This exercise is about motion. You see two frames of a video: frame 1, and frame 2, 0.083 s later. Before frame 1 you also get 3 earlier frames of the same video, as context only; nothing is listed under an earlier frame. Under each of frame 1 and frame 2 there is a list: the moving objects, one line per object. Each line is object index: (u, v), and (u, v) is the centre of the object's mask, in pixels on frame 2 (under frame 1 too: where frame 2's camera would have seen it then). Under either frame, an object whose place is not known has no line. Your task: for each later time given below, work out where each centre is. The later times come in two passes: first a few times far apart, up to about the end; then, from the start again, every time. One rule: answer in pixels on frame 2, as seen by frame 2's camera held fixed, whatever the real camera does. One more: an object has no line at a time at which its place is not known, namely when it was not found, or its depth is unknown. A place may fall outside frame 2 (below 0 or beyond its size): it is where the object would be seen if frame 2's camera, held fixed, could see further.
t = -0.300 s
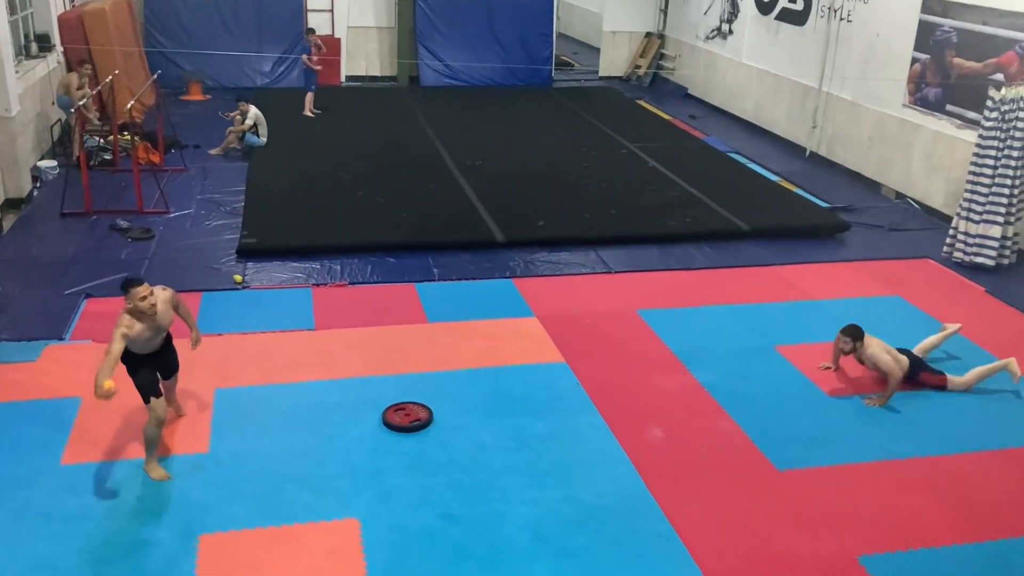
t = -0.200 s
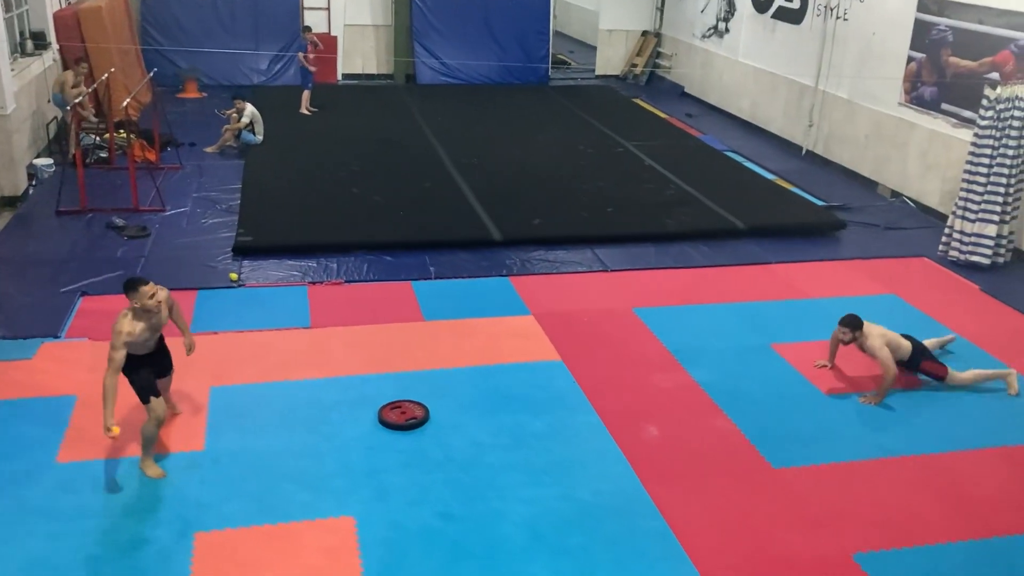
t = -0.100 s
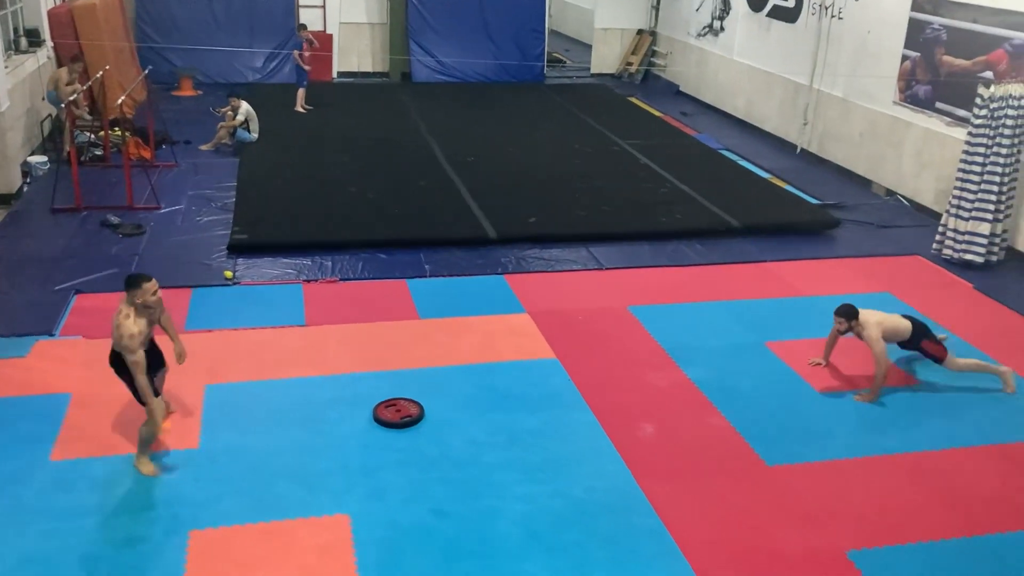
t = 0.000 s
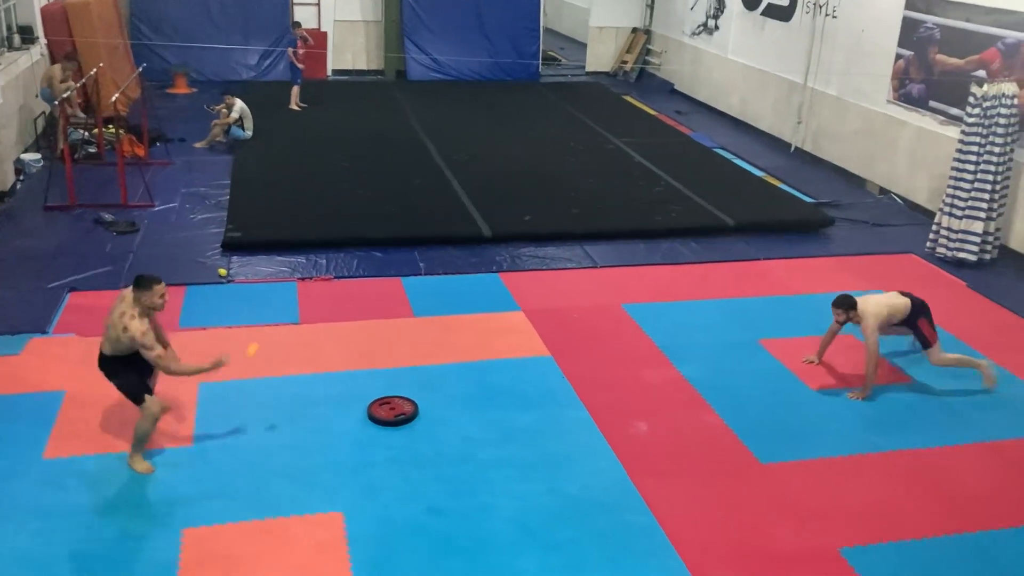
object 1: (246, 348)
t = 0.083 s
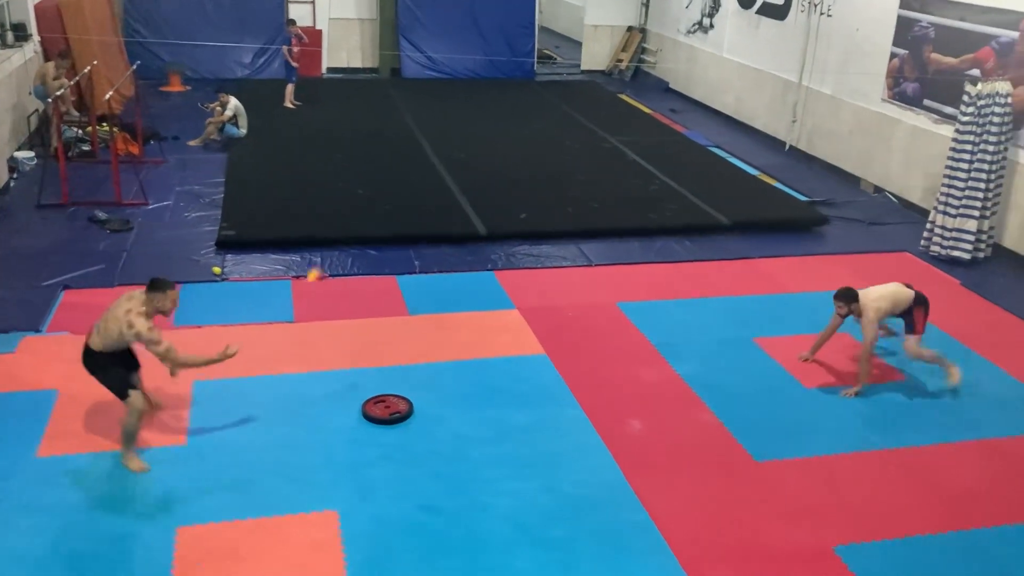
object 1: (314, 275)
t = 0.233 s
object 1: (427, 172)
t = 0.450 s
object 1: (579, 85)
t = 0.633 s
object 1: (692, 68)
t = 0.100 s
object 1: (325, 263)
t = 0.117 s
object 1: (339, 249)
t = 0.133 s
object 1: (352, 237)
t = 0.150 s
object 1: (364, 225)
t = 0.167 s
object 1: (377, 214)
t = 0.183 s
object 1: (390, 202)
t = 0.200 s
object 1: (403, 192)
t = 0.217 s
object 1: (415, 181)
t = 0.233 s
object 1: (427, 172)
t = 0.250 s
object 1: (440, 163)
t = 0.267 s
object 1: (452, 154)
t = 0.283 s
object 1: (464, 145)
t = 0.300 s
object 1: (476, 137)
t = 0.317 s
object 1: (488, 130)
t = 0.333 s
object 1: (499, 123)
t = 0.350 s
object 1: (511, 116)
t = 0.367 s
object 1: (523, 110)
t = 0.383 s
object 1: (535, 104)
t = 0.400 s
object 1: (546, 98)
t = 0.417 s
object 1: (557, 93)
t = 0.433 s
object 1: (569, 89)
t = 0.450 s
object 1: (579, 85)
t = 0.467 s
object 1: (590, 81)
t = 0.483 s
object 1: (601, 78)
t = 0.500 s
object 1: (612, 75)
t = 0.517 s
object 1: (622, 73)
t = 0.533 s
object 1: (632, 71)
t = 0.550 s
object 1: (643, 69)
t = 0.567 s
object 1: (652, 68)
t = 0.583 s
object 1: (662, 68)
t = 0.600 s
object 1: (673, 67)
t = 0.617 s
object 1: (682, 68)
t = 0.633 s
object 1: (692, 68)
